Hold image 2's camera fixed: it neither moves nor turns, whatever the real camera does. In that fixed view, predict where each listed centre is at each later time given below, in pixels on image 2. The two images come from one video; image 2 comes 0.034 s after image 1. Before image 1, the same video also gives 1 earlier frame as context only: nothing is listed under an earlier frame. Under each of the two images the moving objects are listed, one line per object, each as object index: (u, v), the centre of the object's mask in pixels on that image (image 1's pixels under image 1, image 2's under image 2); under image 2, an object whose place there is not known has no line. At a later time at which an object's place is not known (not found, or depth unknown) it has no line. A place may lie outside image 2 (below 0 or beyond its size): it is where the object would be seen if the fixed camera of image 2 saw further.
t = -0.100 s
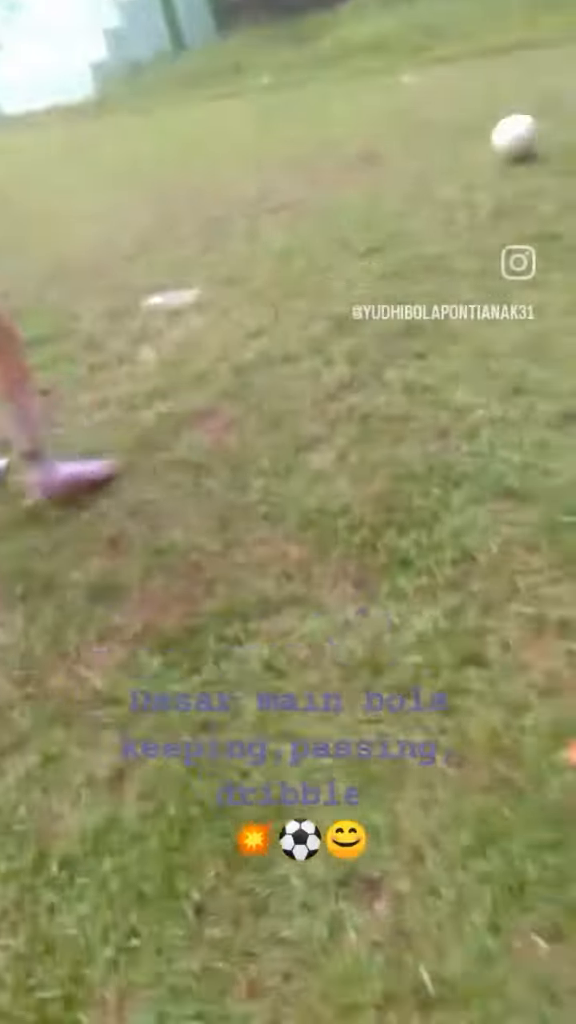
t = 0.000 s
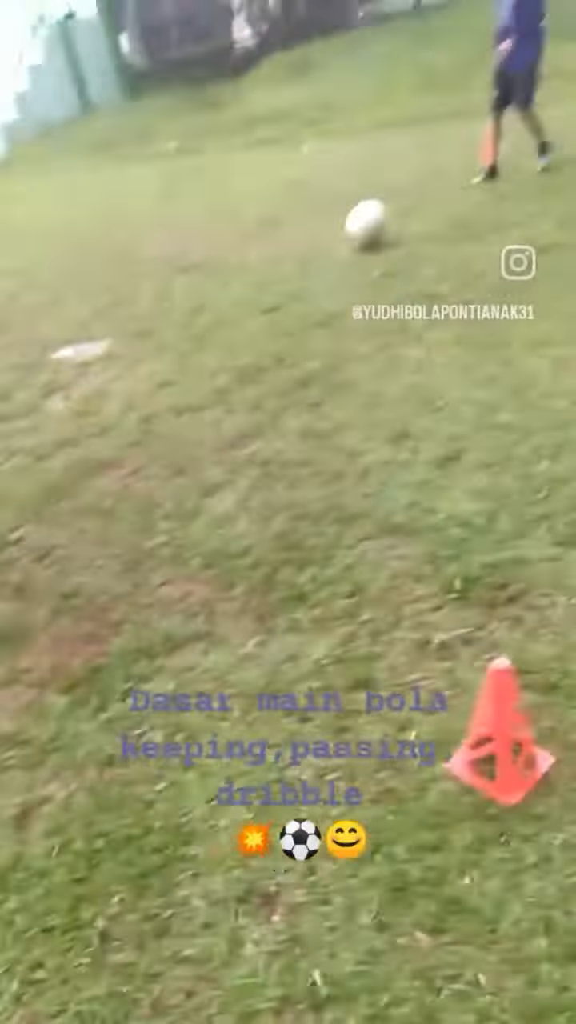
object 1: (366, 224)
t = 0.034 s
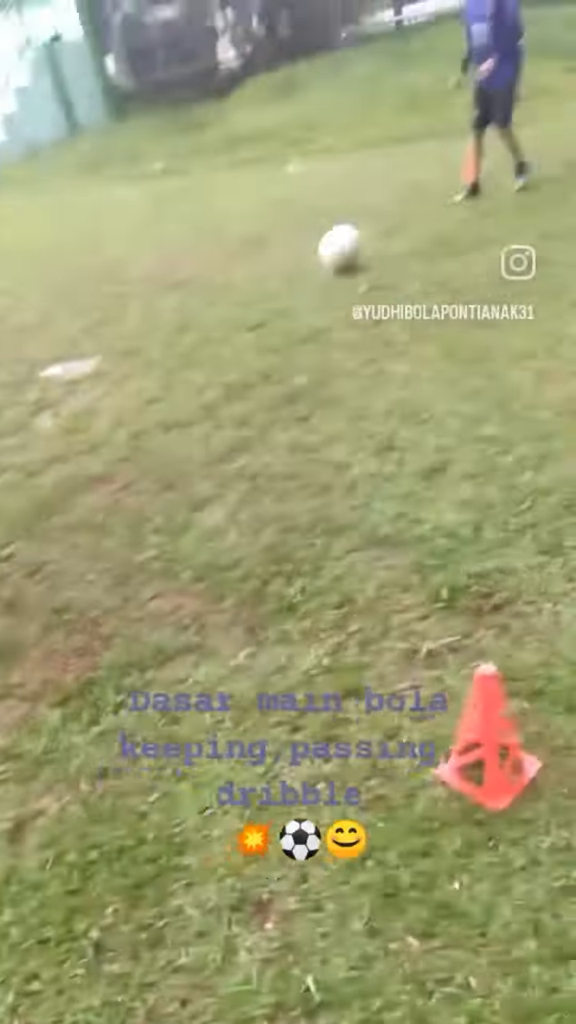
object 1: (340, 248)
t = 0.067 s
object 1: (328, 258)
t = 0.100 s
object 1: (314, 266)
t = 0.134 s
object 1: (304, 275)
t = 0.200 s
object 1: (282, 293)
